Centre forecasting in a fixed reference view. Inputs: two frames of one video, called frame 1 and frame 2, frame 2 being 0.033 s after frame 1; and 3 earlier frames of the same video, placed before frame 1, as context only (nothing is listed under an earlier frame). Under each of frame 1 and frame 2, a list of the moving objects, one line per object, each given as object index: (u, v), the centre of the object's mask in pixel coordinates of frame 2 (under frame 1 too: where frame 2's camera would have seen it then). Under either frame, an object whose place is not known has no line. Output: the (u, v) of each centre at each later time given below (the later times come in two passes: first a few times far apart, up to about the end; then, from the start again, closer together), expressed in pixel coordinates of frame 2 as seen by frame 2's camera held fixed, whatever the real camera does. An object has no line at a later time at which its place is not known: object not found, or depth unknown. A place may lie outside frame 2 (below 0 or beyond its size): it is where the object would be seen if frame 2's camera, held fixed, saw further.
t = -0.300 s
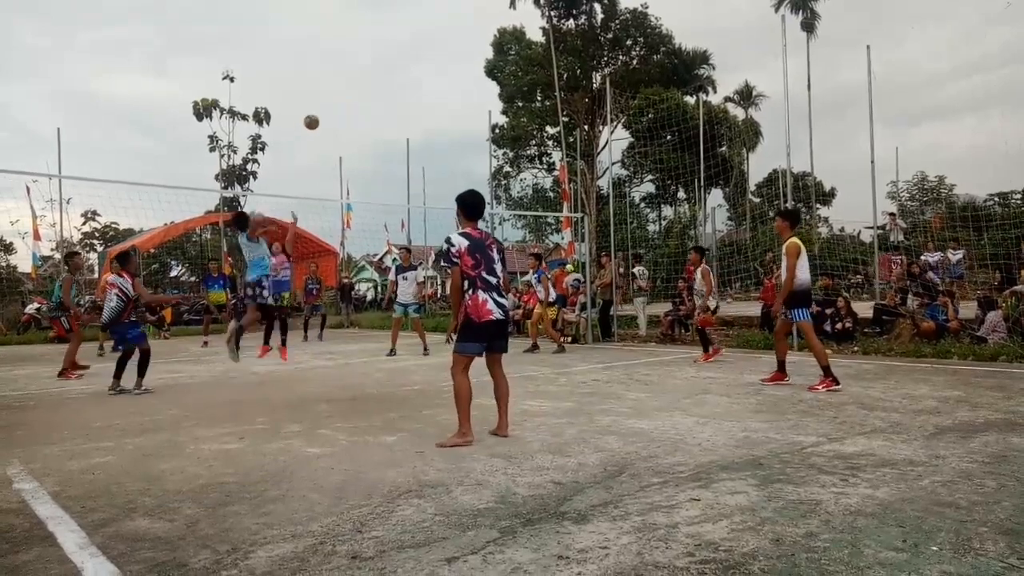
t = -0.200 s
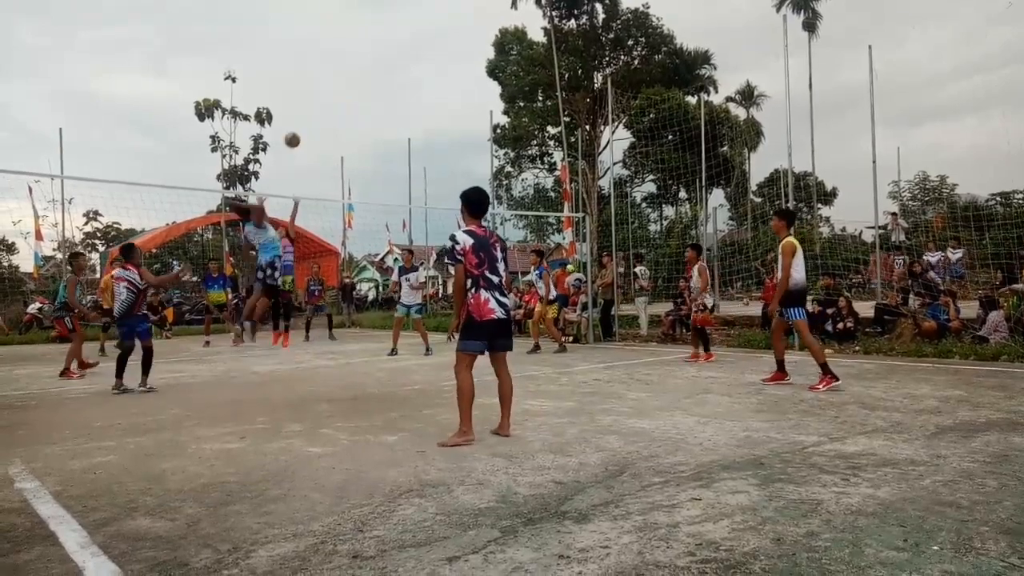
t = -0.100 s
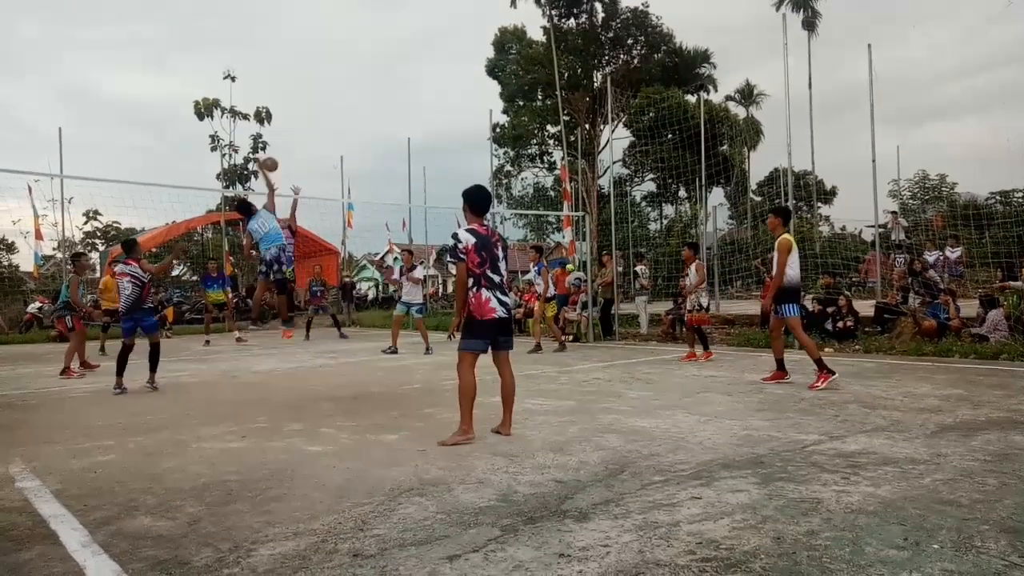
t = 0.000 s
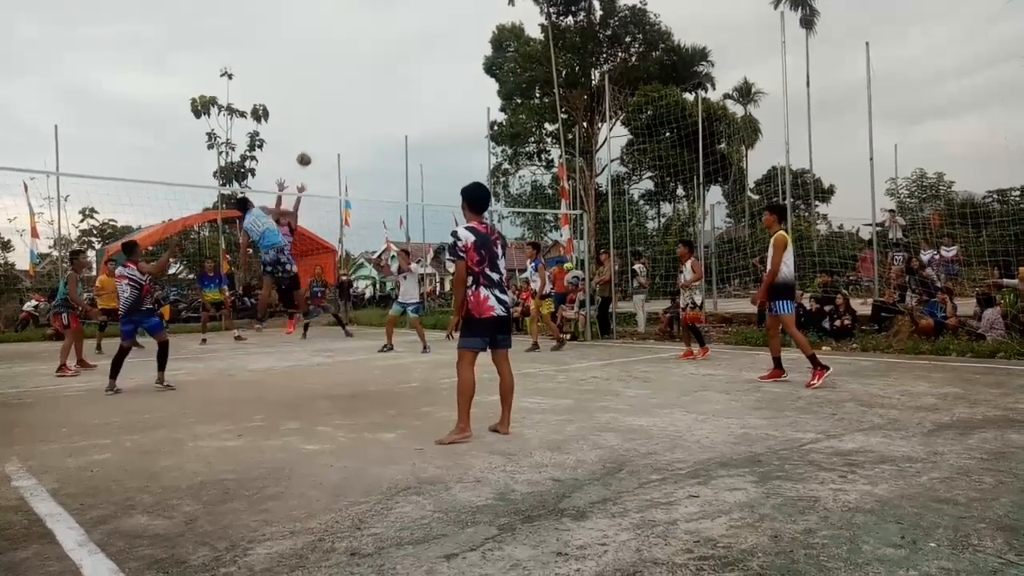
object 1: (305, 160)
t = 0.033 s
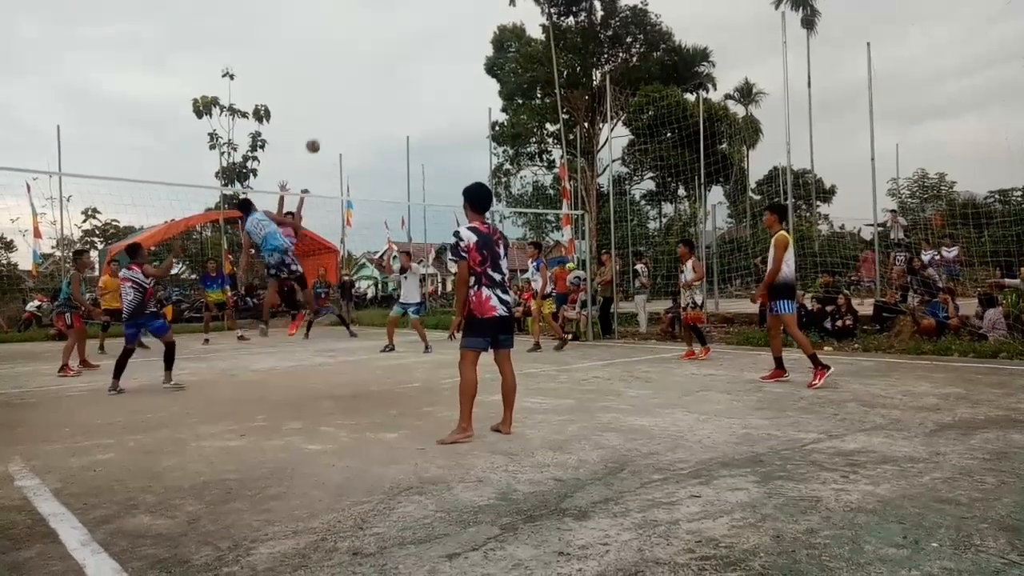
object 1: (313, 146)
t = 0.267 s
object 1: (359, 77)
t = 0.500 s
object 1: (401, 50)
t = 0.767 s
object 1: (444, 60)
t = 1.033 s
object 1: (482, 107)
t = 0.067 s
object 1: (320, 133)
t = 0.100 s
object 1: (327, 121)
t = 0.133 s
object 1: (333, 111)
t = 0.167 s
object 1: (340, 101)
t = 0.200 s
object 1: (347, 92)
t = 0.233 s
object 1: (354, 84)
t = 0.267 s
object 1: (359, 77)
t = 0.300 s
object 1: (365, 71)
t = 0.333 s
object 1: (372, 66)
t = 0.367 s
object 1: (378, 61)
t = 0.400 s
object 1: (383, 57)
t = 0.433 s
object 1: (389, 54)
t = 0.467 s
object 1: (396, 52)
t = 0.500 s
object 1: (401, 50)
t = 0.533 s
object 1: (407, 49)
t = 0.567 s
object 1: (412, 49)
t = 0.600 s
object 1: (418, 49)
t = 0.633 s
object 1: (423, 50)
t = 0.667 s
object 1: (429, 52)
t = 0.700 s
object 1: (433, 54)
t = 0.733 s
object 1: (439, 57)
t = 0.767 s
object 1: (444, 60)
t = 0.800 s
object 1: (449, 64)
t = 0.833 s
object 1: (454, 69)
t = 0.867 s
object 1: (458, 74)
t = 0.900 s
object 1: (464, 80)
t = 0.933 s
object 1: (468, 86)
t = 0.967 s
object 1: (473, 93)
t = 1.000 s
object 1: (477, 100)
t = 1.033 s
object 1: (482, 107)
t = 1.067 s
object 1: (486, 115)
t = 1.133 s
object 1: (495, 133)
